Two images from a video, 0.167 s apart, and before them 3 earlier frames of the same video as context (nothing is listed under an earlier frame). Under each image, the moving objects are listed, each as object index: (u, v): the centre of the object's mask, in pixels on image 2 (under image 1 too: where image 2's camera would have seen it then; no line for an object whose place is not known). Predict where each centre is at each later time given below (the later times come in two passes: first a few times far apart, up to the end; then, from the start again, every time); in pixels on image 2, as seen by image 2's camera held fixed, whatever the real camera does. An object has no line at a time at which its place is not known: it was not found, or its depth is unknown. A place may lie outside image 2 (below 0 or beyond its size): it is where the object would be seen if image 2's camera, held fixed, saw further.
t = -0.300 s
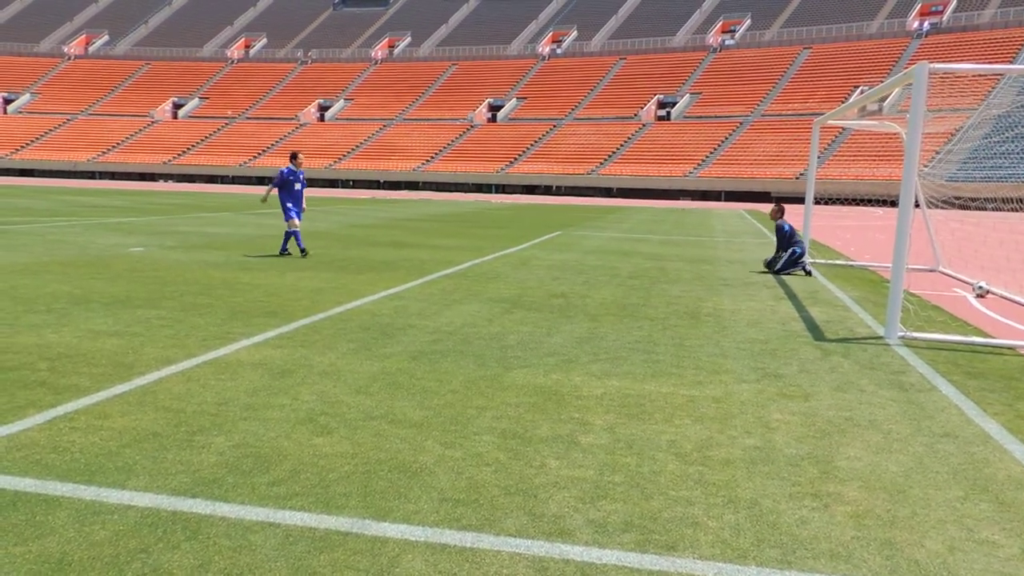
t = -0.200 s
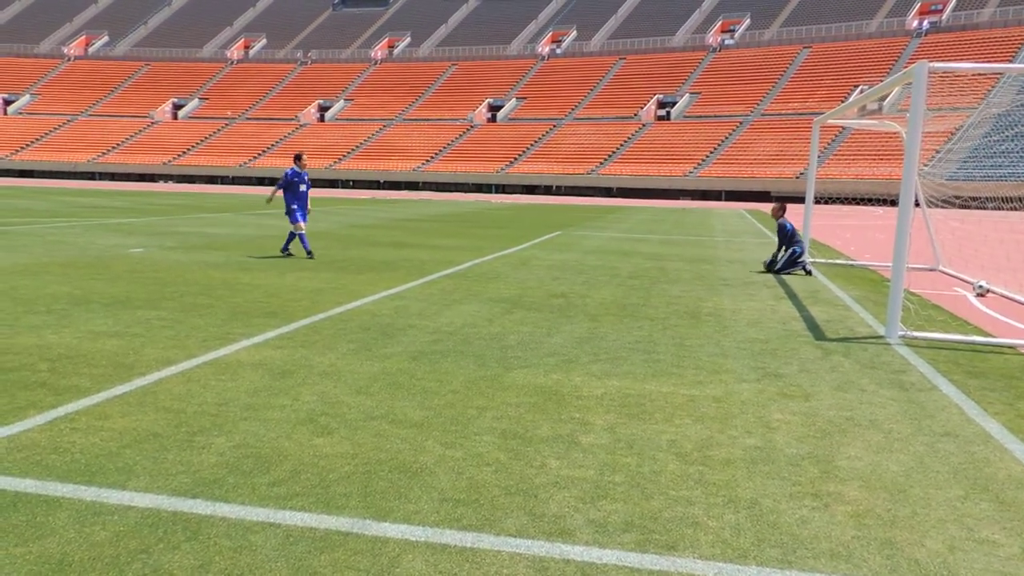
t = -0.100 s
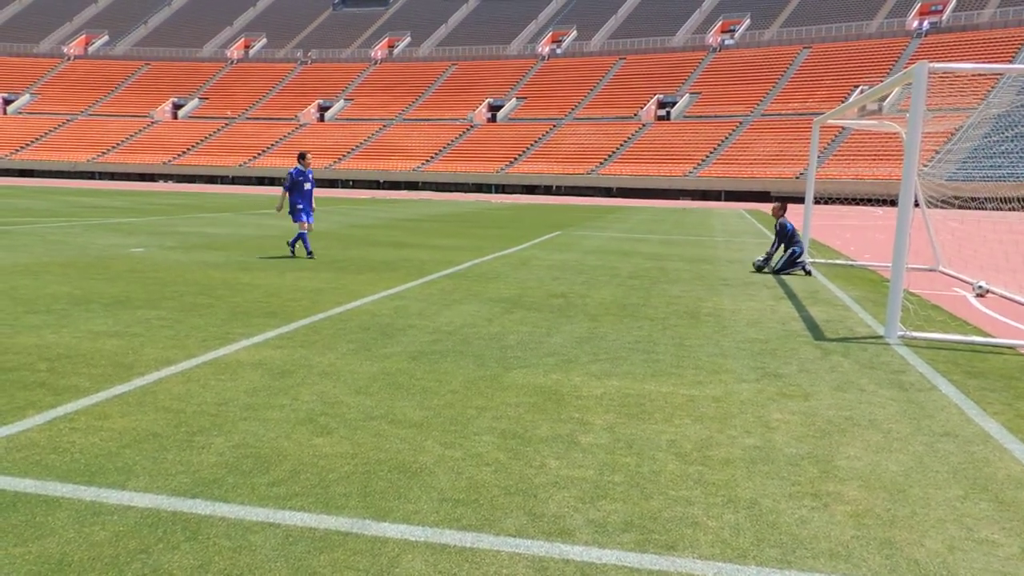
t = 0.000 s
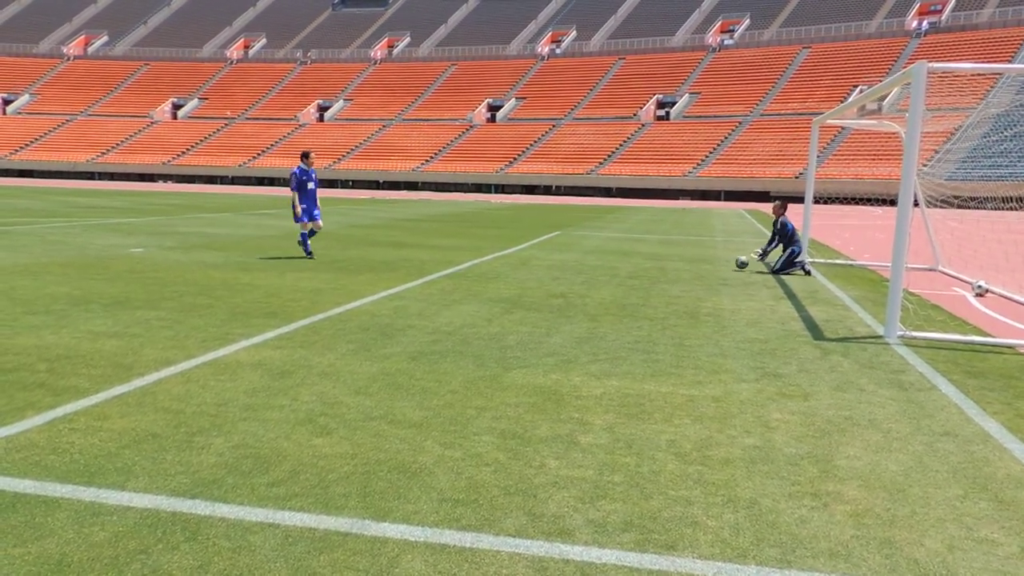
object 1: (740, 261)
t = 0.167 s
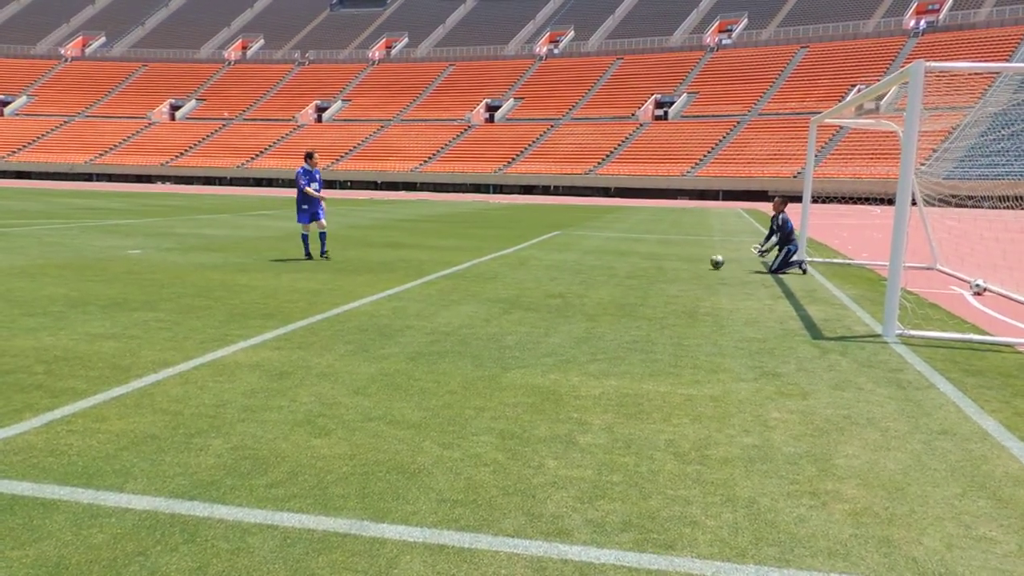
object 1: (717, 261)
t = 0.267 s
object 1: (705, 261)
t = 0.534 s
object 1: (675, 260)
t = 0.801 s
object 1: (647, 259)
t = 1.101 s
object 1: (619, 258)
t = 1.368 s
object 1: (597, 257)
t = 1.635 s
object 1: (576, 257)
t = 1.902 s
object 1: (557, 256)
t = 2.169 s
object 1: (541, 255)
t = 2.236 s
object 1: (537, 255)
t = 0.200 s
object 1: (712, 262)
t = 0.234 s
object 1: (709, 262)
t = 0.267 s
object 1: (705, 261)
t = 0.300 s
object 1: (701, 261)
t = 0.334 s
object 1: (697, 261)
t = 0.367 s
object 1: (693, 261)
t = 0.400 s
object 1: (689, 260)
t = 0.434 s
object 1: (686, 260)
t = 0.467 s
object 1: (682, 260)
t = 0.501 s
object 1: (678, 260)
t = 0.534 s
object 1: (675, 260)
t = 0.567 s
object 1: (671, 260)
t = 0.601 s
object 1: (667, 260)
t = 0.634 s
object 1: (664, 259)
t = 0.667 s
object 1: (660, 259)
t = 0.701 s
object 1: (657, 259)
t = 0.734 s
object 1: (654, 259)
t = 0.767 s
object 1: (650, 259)
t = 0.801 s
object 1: (647, 259)
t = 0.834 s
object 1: (644, 259)
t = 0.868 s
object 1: (640, 259)
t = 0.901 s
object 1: (637, 259)
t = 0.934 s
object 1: (634, 258)
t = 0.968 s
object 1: (631, 258)
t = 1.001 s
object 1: (628, 258)
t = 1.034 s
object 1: (625, 258)
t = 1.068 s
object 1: (622, 258)
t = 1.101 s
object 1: (619, 258)
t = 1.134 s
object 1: (616, 258)
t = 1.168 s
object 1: (613, 258)
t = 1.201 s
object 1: (610, 258)
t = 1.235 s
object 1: (608, 258)
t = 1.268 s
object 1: (605, 258)
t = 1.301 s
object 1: (602, 257)
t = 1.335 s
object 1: (599, 257)
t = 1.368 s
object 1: (597, 257)
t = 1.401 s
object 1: (594, 257)
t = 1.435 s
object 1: (591, 257)
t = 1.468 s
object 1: (588, 257)
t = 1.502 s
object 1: (586, 257)
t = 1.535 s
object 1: (583, 257)
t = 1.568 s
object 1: (581, 257)
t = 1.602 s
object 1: (578, 257)
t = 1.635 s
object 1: (576, 257)
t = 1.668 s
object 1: (573, 257)
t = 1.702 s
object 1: (570, 256)
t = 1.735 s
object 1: (568, 256)
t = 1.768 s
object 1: (566, 256)
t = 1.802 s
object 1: (564, 256)
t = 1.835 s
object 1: (562, 256)
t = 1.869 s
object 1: (559, 256)
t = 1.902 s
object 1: (557, 256)
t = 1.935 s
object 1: (555, 256)
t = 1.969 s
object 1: (553, 256)
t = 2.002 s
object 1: (550, 256)
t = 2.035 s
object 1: (549, 255)
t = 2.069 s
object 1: (546, 255)
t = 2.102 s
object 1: (545, 255)
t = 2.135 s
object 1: (543, 255)
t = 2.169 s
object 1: (541, 255)
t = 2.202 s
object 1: (539, 255)
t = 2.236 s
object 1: (537, 255)
